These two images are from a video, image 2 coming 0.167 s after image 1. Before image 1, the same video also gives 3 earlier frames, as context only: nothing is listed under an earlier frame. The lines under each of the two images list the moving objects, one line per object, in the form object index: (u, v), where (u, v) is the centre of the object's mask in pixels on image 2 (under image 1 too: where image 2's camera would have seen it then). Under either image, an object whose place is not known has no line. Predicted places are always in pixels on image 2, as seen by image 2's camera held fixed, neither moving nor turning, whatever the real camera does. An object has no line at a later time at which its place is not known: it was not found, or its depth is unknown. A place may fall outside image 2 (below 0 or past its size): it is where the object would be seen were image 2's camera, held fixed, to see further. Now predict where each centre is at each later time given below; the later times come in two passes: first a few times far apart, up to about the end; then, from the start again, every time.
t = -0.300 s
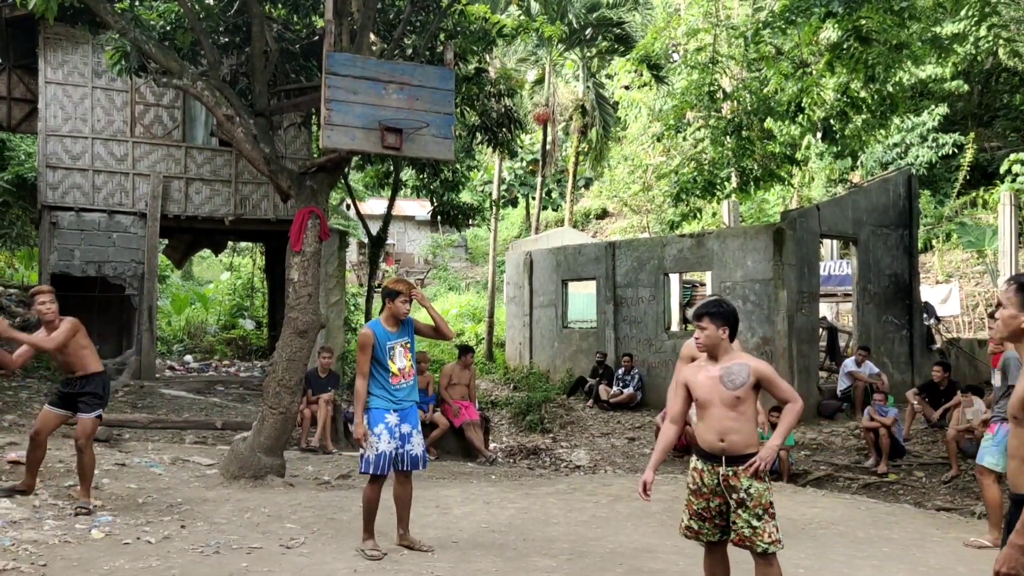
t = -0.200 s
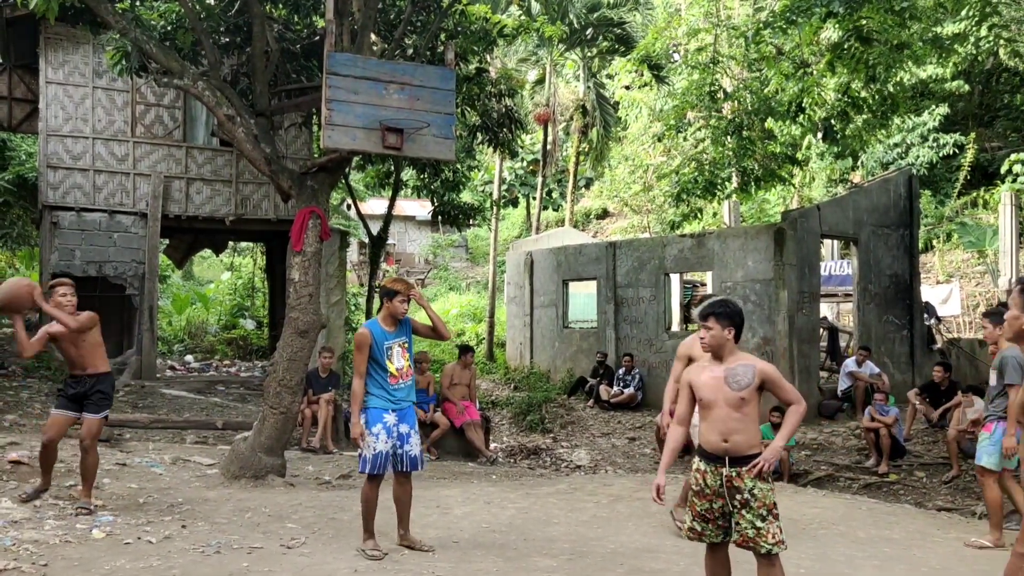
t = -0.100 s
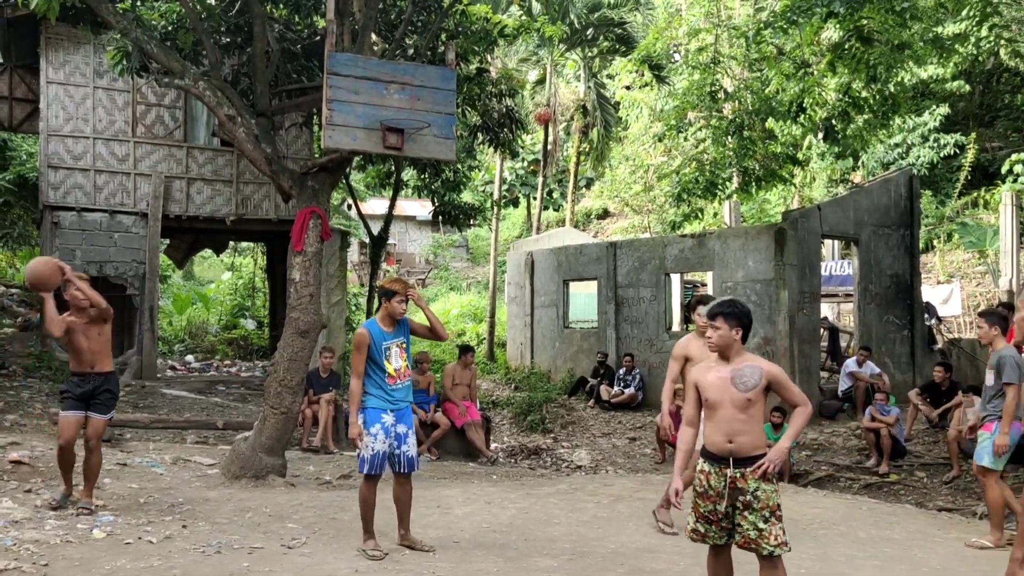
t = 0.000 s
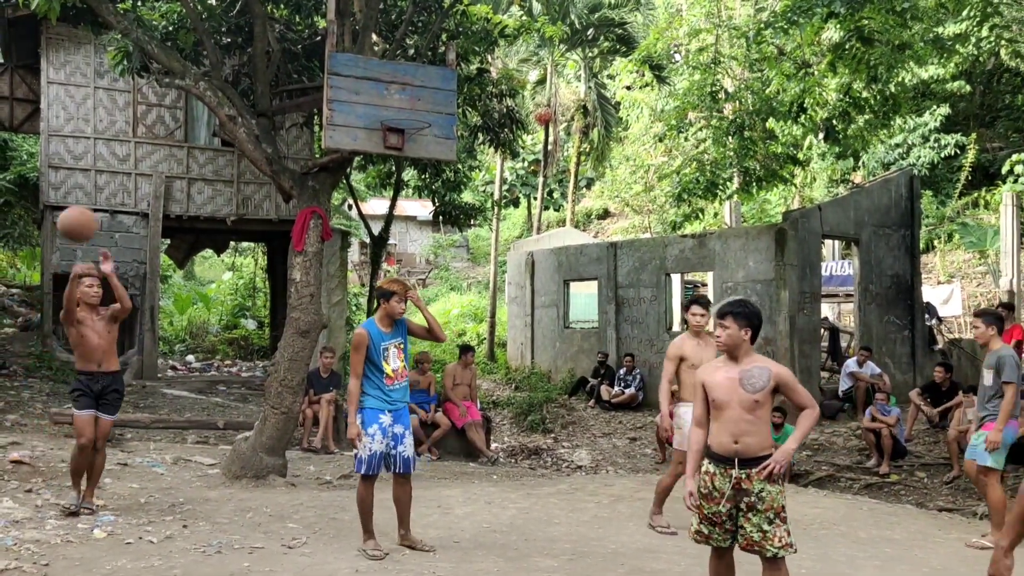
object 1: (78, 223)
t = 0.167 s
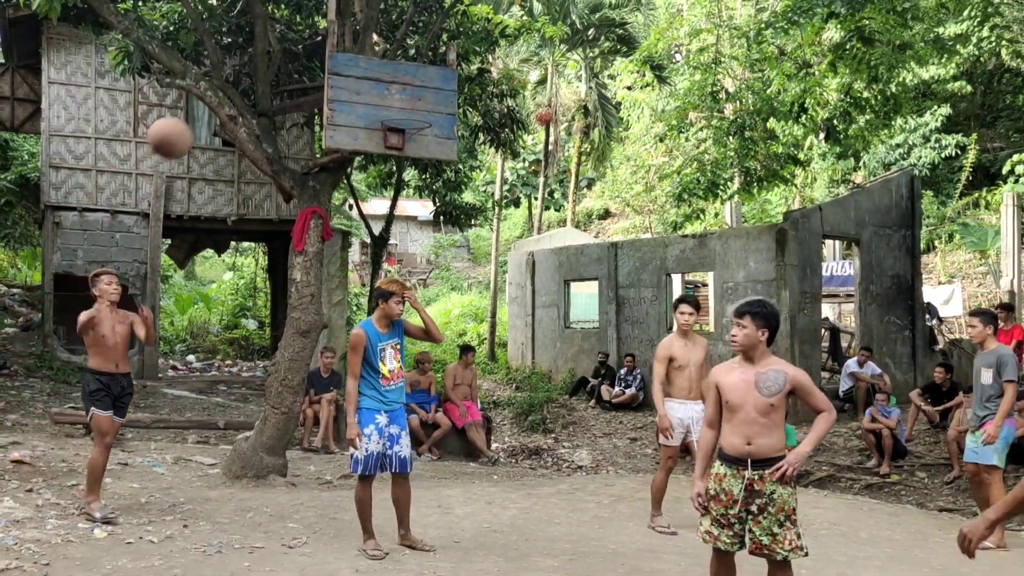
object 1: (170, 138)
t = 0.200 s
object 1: (191, 123)
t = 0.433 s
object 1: (368, 64)
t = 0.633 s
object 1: (592, 95)
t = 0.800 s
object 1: (879, 230)
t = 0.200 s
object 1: (191, 123)
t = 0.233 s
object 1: (212, 110)
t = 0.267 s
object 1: (235, 99)
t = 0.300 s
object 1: (259, 89)
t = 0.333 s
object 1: (283, 80)
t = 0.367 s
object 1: (309, 73)
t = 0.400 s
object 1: (338, 68)
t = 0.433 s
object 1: (368, 64)
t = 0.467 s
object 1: (399, 63)
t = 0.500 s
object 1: (433, 63)
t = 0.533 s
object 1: (467, 66)
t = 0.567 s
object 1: (505, 72)
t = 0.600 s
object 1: (546, 81)
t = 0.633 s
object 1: (592, 95)
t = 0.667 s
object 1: (639, 111)
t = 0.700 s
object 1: (693, 132)
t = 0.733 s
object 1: (748, 158)
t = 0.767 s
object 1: (812, 191)
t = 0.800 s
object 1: (879, 230)
